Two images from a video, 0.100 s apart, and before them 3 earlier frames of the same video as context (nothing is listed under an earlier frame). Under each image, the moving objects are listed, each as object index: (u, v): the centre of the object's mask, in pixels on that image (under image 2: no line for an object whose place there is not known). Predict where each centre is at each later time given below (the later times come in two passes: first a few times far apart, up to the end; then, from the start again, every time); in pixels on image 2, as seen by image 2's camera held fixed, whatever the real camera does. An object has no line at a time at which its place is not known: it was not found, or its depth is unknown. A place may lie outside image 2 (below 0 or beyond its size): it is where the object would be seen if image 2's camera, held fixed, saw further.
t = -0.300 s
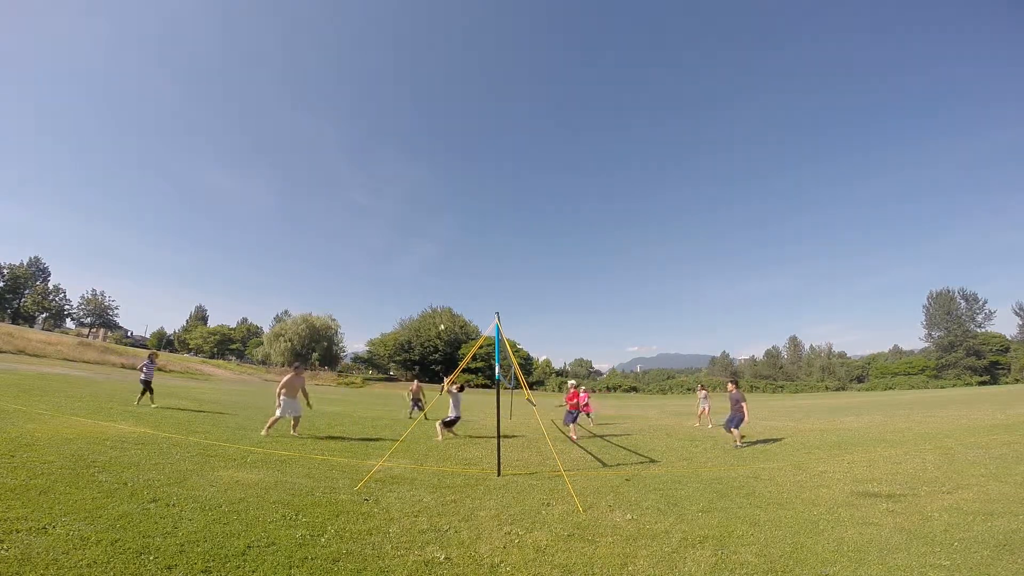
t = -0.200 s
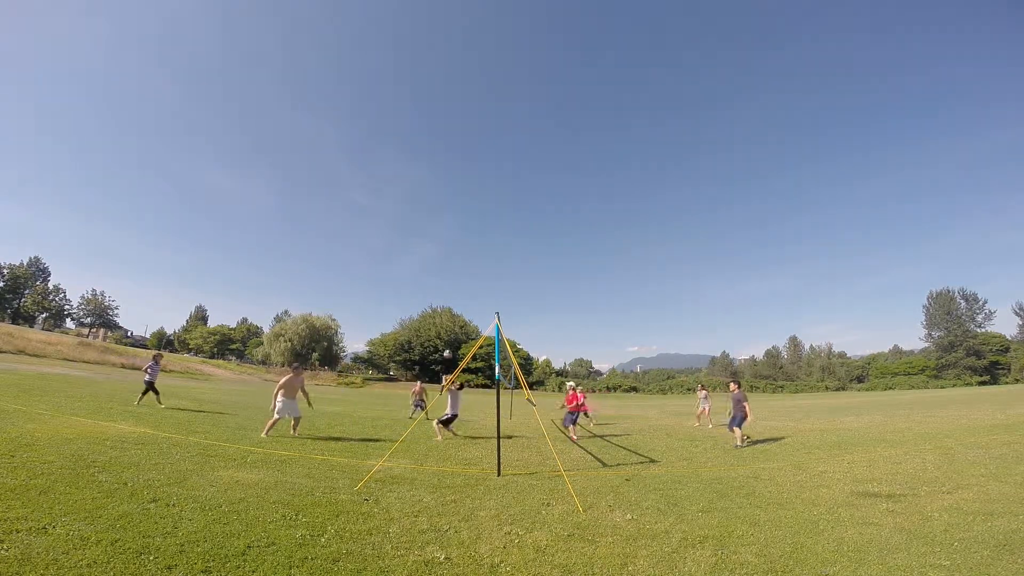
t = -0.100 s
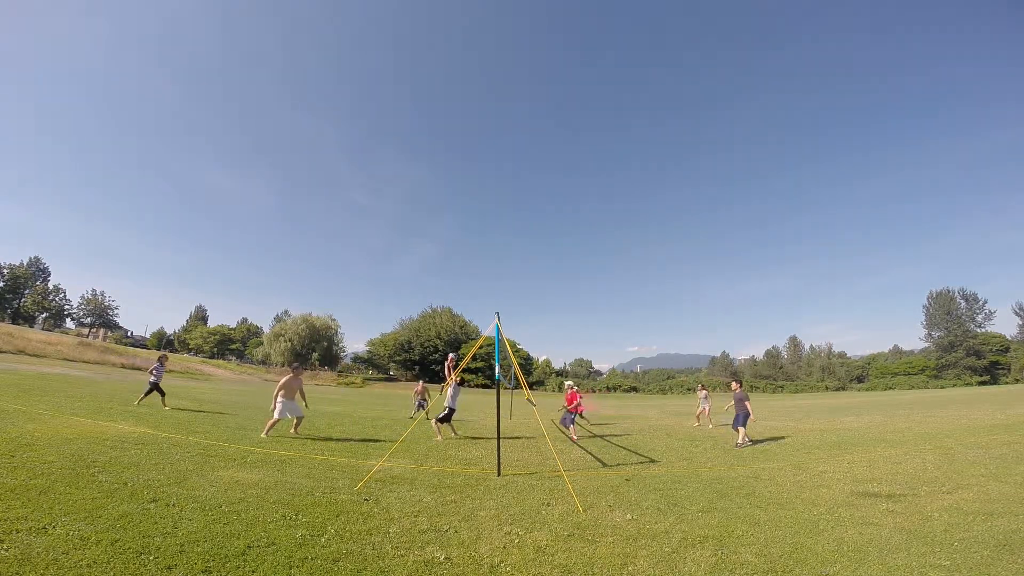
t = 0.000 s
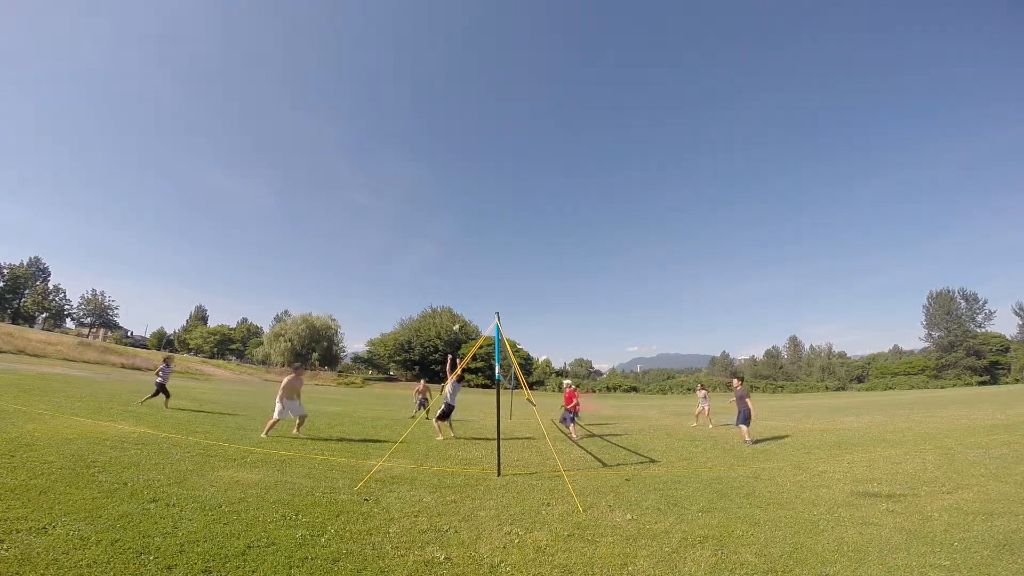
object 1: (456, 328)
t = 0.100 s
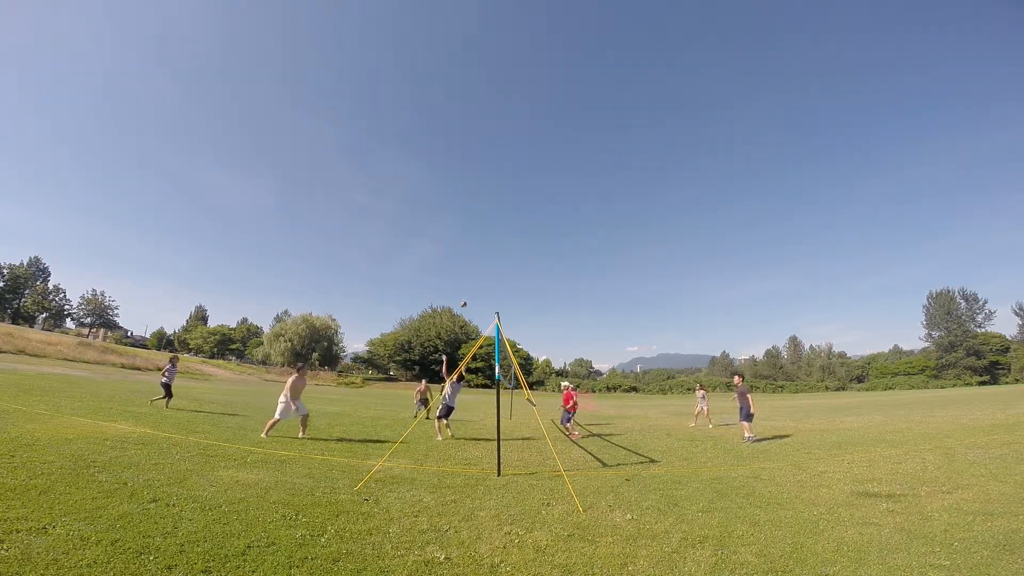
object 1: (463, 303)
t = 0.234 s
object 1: (469, 277)
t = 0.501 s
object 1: (479, 250)
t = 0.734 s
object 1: (487, 244)
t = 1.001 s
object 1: (494, 261)
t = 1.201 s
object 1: (500, 291)
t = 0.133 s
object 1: (464, 297)
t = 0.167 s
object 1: (465, 290)
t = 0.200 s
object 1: (466, 285)
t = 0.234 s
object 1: (469, 277)
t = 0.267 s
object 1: (470, 273)
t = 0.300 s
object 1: (471, 269)
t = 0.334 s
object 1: (473, 264)
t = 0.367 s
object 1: (474, 260)
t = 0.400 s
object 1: (475, 257)
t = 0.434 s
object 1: (476, 254)
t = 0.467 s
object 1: (477, 252)
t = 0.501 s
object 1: (479, 250)
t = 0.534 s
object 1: (481, 247)
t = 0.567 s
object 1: (482, 246)
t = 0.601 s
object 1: (482, 245)
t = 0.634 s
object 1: (483, 244)
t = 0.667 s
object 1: (484, 244)
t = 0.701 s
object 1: (485, 244)
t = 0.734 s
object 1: (487, 244)
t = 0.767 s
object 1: (487, 245)
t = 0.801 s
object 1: (488, 246)
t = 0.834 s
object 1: (489, 247)
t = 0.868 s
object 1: (491, 250)
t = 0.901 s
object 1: (492, 252)
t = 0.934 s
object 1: (493, 255)
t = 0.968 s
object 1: (494, 258)
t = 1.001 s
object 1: (494, 261)
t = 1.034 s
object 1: (496, 264)
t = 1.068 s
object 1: (496, 269)
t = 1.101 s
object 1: (497, 274)
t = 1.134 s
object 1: (498, 279)
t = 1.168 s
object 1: (499, 285)
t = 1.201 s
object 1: (500, 291)
